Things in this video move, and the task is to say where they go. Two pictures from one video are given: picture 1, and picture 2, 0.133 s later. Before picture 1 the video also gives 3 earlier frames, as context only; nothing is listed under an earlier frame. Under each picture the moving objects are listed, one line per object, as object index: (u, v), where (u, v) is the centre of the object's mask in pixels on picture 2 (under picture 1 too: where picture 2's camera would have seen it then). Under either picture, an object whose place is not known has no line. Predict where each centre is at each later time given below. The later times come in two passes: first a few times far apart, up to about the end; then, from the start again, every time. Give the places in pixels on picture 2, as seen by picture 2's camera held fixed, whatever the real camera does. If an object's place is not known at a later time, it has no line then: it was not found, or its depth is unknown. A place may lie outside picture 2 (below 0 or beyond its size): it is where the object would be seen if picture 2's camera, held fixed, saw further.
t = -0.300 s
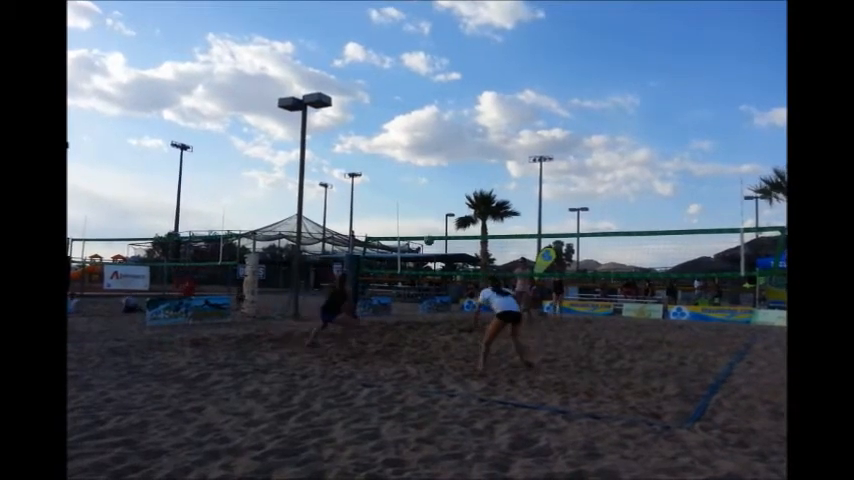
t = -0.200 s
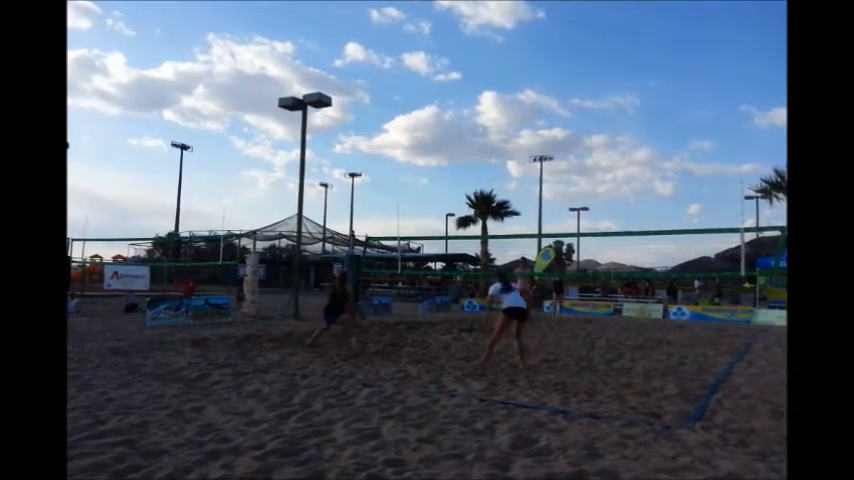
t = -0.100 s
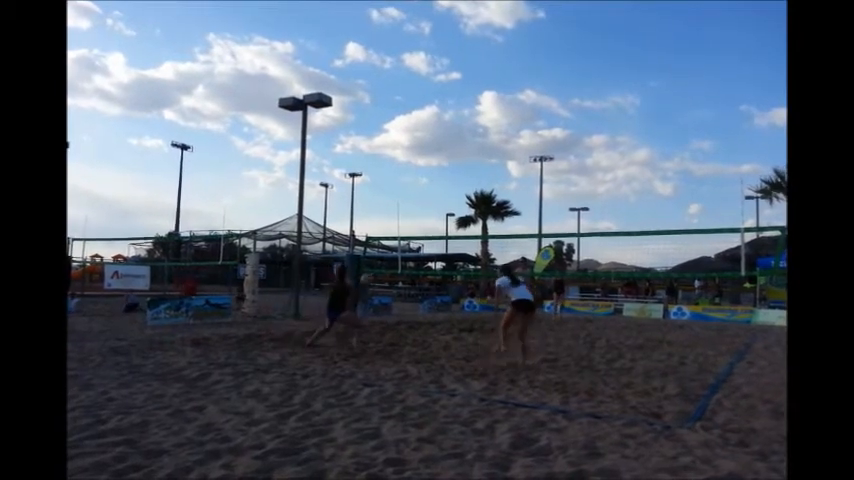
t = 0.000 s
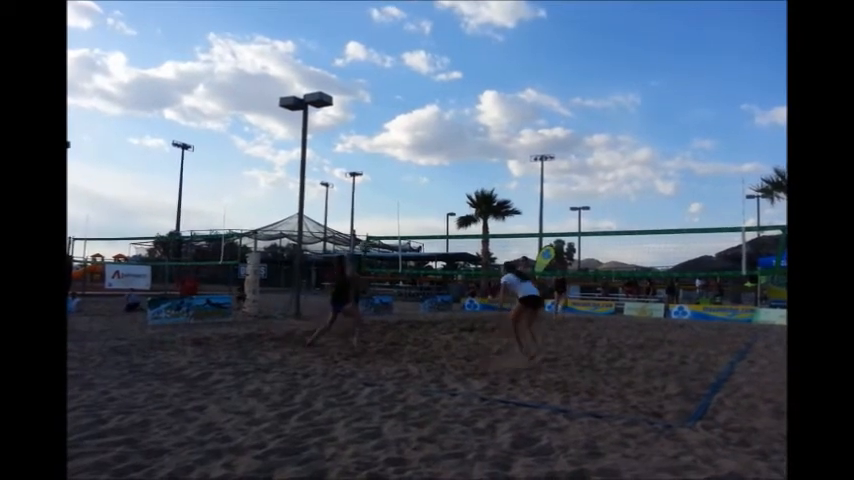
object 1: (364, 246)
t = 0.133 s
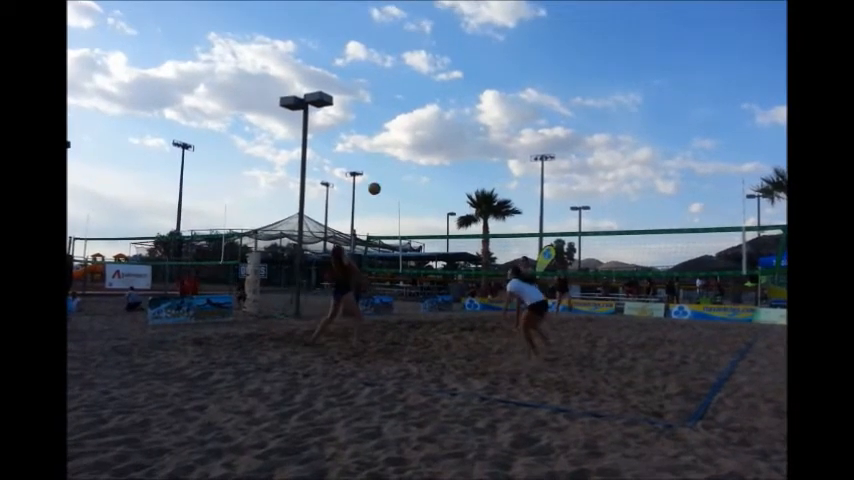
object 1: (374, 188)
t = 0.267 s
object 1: (382, 141)
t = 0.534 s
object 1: (399, 78)
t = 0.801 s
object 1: (417, 54)
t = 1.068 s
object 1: (435, 72)
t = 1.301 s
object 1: (453, 122)
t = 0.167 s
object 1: (376, 176)
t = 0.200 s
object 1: (378, 164)
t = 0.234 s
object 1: (380, 152)
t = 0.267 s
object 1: (382, 141)
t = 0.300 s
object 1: (384, 131)
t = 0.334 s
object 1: (387, 122)
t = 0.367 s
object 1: (389, 113)
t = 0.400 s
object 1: (391, 105)
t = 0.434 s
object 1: (393, 97)
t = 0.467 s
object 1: (395, 90)
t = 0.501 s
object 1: (397, 84)
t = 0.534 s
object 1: (399, 78)
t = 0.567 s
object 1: (402, 73)
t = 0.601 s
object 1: (404, 68)
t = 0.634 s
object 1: (406, 64)
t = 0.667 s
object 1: (408, 61)
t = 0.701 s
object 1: (411, 58)
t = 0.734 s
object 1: (413, 56)
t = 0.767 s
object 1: (415, 55)
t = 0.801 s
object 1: (417, 54)
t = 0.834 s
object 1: (419, 54)
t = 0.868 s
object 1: (422, 54)
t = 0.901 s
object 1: (424, 56)
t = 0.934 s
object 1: (426, 58)
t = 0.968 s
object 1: (428, 60)
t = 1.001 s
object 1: (431, 63)
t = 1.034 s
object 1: (433, 67)
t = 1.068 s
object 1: (435, 72)
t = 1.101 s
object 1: (438, 77)
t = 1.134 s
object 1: (440, 82)
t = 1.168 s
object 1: (442, 89)
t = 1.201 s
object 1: (445, 96)
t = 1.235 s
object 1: (447, 104)
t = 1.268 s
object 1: (450, 112)
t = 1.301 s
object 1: (453, 122)
